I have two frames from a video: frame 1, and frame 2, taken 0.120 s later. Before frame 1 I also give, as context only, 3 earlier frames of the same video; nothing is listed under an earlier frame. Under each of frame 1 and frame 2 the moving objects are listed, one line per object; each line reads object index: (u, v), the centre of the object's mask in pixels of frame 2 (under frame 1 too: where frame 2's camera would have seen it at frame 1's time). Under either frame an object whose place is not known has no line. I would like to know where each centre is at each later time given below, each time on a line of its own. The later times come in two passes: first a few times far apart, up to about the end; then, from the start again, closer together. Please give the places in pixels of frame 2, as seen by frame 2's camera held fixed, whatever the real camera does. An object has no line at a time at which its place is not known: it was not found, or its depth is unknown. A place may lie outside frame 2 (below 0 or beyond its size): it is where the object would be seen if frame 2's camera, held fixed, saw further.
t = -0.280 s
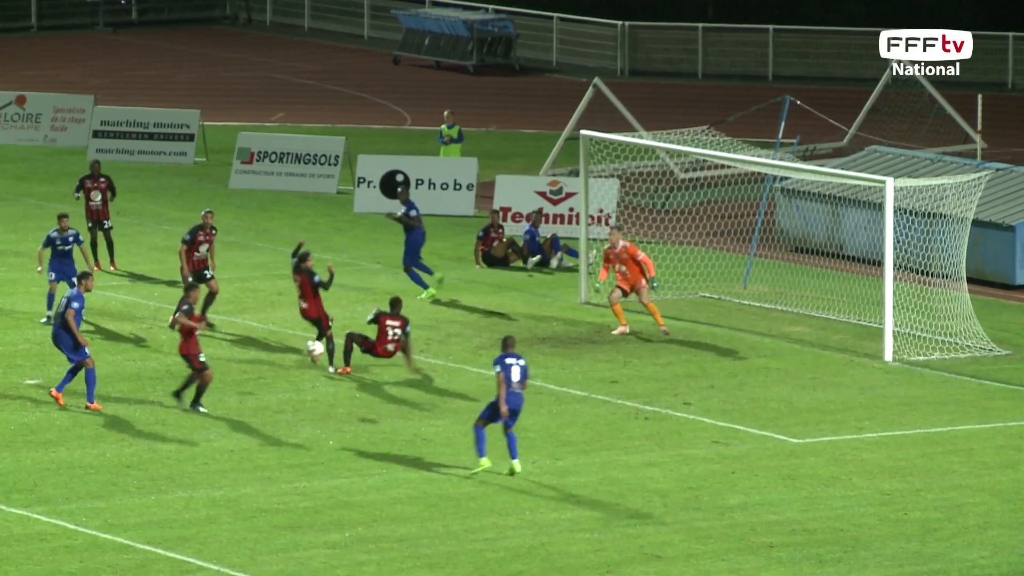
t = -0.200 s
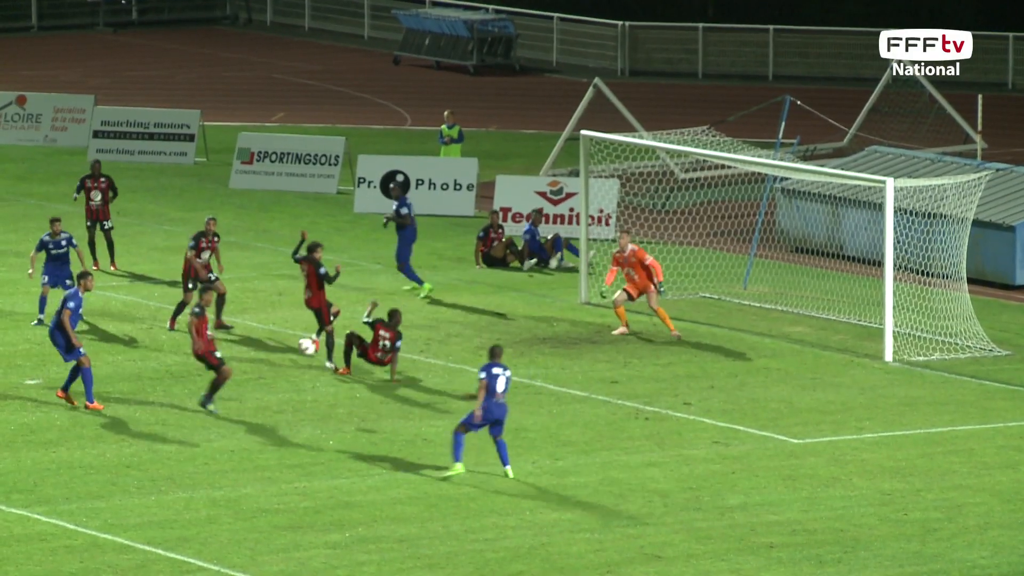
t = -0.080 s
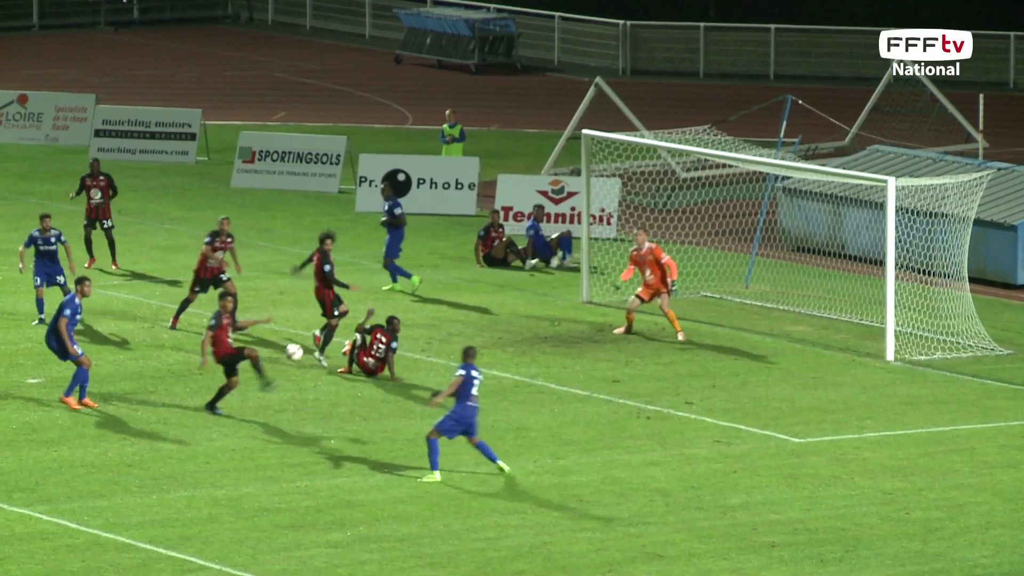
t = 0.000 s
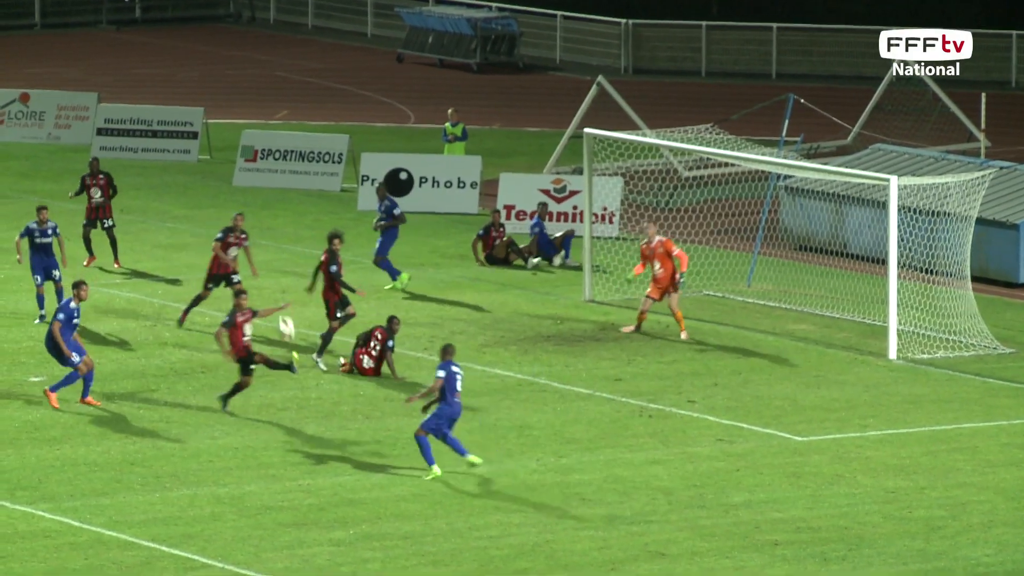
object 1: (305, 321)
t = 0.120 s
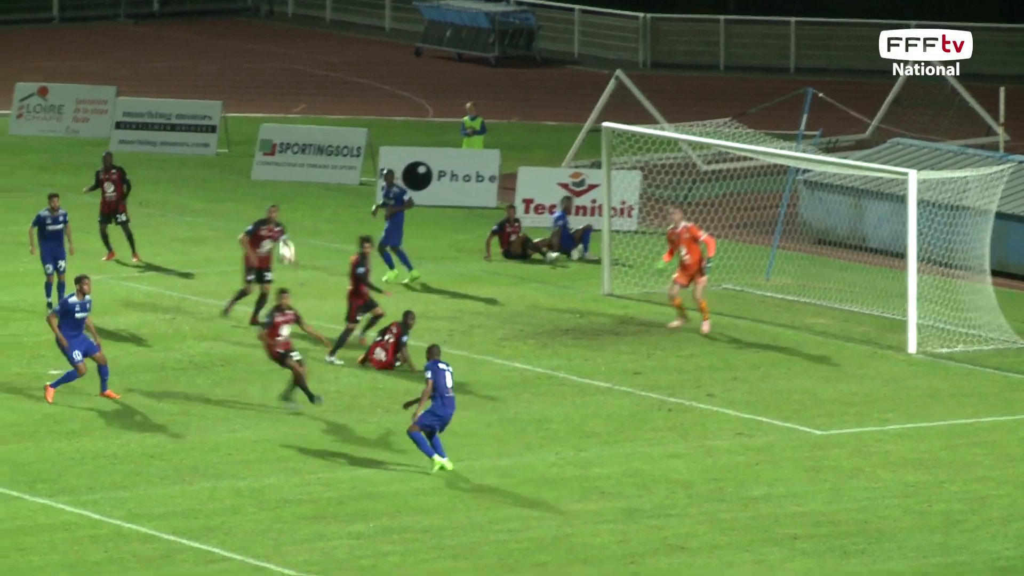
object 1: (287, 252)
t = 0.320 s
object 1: (253, 162)
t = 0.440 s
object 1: (233, 122)
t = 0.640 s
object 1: (196, 80)
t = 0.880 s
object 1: (154, 73)
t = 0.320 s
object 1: (253, 162)
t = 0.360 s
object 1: (246, 147)
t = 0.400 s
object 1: (239, 134)
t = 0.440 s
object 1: (233, 122)
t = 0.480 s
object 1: (225, 111)
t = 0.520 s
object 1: (218, 101)
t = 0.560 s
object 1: (211, 93)
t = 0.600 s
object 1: (203, 86)
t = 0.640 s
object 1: (196, 80)
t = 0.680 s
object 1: (189, 76)
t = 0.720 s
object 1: (182, 73)
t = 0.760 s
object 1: (175, 71)
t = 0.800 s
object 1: (168, 70)
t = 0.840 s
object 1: (161, 71)
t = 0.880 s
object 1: (154, 73)
